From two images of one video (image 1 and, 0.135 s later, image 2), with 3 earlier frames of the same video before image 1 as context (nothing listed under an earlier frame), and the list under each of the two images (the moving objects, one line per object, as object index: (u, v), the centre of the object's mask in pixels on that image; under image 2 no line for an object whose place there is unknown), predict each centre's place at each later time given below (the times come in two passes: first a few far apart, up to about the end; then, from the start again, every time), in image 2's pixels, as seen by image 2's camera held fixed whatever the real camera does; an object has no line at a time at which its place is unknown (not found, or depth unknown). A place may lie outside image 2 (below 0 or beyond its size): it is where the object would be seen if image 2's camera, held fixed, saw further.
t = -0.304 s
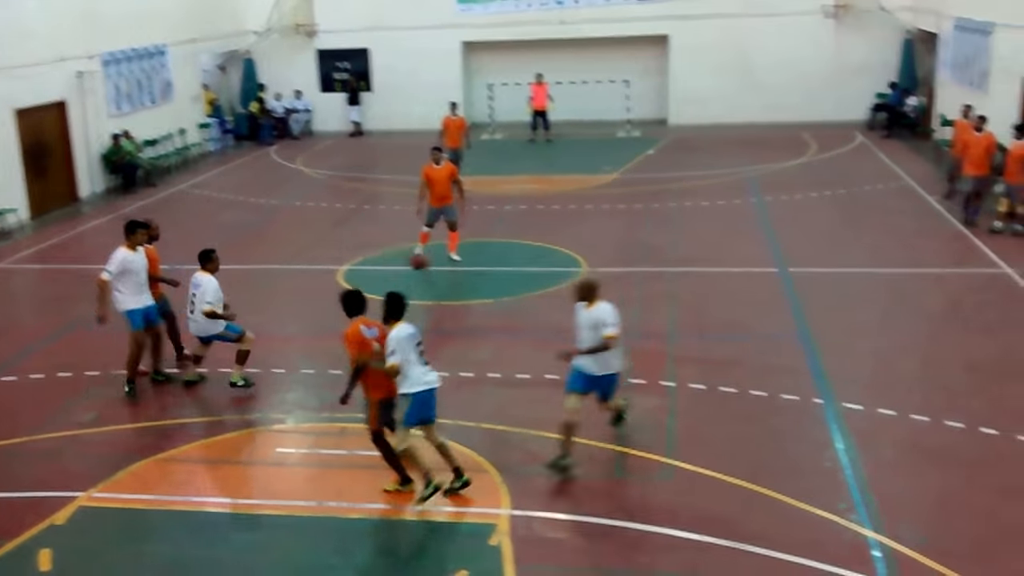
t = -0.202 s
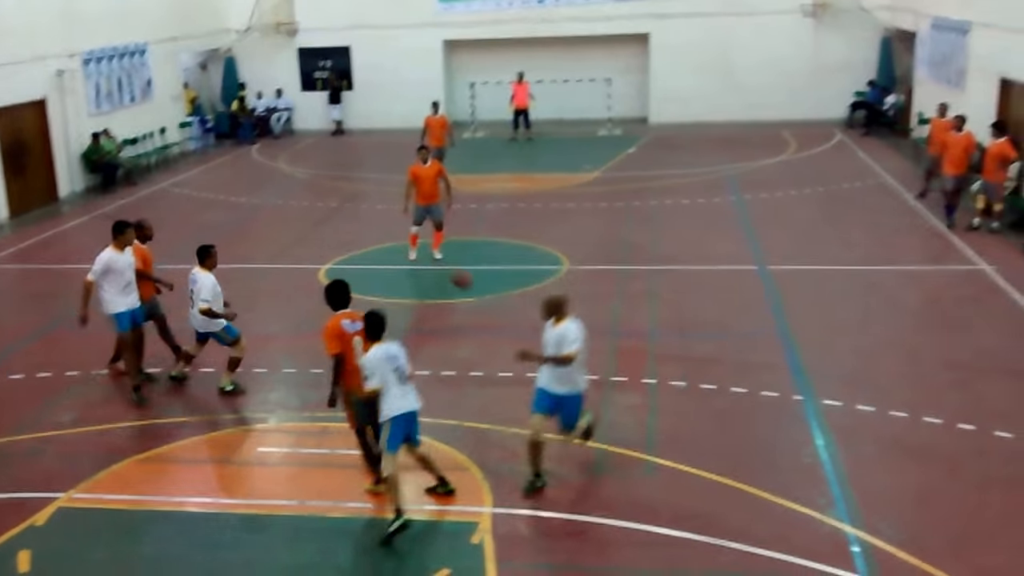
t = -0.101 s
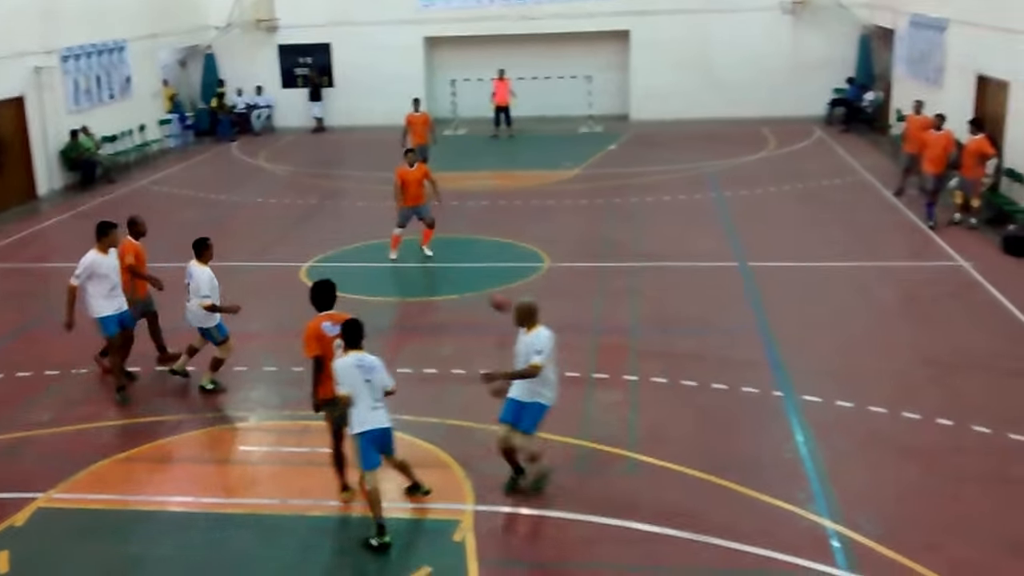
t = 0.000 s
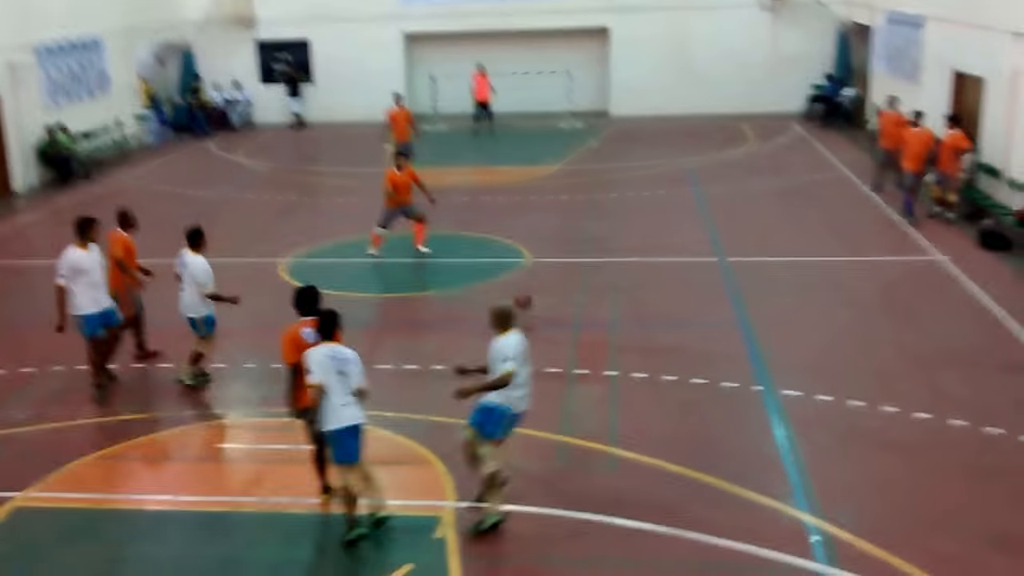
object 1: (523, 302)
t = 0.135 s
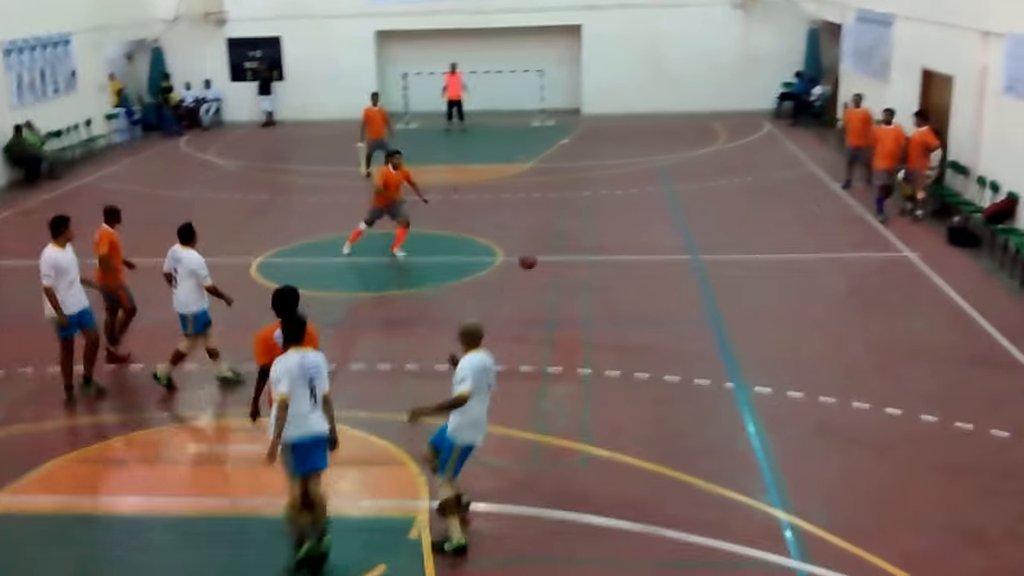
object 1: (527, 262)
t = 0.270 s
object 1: (559, 237)
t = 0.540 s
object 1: (622, 232)
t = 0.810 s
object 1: (680, 284)
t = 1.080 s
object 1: (737, 242)
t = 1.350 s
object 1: (791, 243)
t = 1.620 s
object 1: (840, 249)
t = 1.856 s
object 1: (883, 234)
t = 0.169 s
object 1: (535, 255)
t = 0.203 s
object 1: (543, 247)
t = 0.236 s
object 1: (551, 242)
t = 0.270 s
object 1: (559, 237)
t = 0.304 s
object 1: (567, 234)
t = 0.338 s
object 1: (575, 231)
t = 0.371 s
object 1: (583, 229)
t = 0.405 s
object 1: (591, 228)
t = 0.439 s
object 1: (598, 228)
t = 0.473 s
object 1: (606, 228)
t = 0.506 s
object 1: (614, 230)
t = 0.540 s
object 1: (622, 232)
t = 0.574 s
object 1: (629, 235)
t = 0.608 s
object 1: (637, 239)
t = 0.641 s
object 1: (644, 245)
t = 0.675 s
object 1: (651, 251)
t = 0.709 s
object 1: (658, 257)
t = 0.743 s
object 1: (665, 264)
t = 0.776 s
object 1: (672, 272)
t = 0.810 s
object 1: (680, 284)
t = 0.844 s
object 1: (686, 287)
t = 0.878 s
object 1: (694, 276)
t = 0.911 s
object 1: (700, 266)
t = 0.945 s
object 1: (708, 262)
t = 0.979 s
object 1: (715, 254)
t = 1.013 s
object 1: (723, 249)
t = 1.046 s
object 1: (730, 246)
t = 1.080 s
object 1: (737, 242)
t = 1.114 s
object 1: (744, 239)
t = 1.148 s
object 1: (751, 237)
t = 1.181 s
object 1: (758, 236)
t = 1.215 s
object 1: (765, 235)
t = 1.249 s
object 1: (772, 236)
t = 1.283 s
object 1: (778, 237)
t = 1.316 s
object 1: (784, 239)
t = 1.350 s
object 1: (791, 243)
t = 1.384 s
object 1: (797, 247)
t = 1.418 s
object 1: (803, 250)
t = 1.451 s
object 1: (810, 256)
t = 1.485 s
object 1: (815, 262)
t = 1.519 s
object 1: (822, 268)
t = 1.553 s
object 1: (828, 261)
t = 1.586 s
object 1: (834, 255)
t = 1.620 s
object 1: (840, 249)
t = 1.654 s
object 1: (846, 245)
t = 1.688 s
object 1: (853, 242)
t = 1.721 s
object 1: (860, 238)
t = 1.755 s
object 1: (865, 236)
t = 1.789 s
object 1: (871, 235)
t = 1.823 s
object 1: (878, 234)
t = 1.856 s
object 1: (883, 234)
